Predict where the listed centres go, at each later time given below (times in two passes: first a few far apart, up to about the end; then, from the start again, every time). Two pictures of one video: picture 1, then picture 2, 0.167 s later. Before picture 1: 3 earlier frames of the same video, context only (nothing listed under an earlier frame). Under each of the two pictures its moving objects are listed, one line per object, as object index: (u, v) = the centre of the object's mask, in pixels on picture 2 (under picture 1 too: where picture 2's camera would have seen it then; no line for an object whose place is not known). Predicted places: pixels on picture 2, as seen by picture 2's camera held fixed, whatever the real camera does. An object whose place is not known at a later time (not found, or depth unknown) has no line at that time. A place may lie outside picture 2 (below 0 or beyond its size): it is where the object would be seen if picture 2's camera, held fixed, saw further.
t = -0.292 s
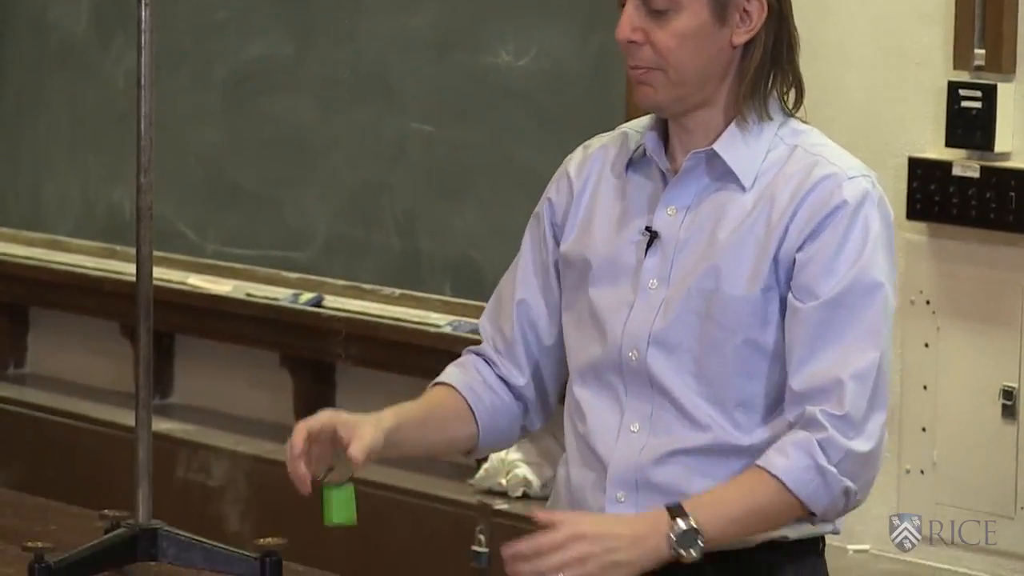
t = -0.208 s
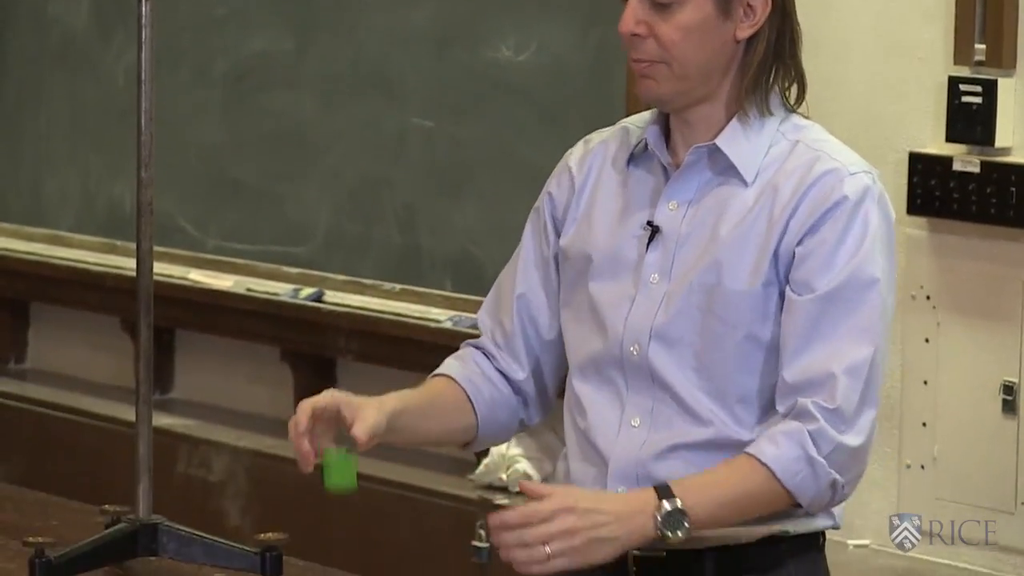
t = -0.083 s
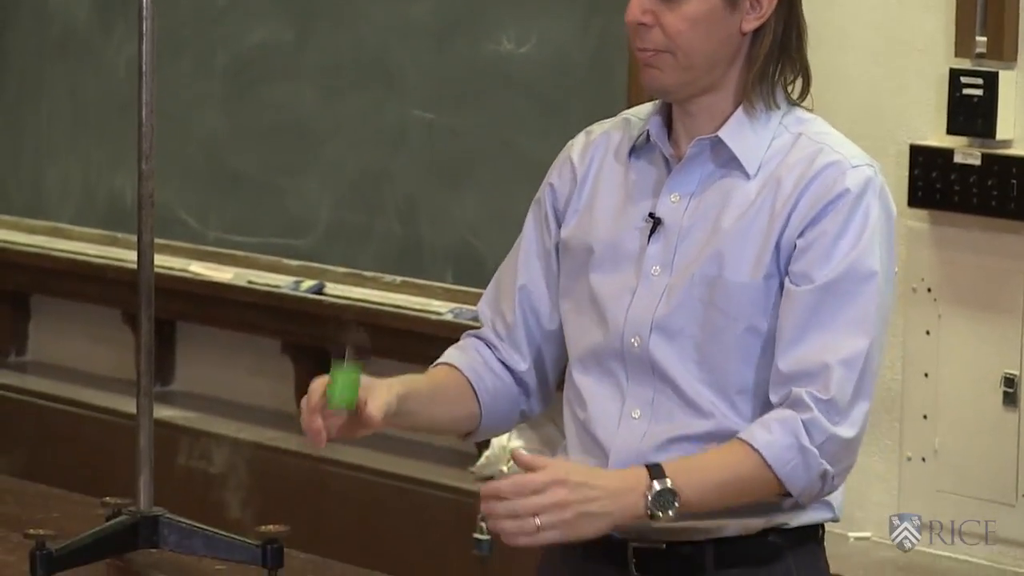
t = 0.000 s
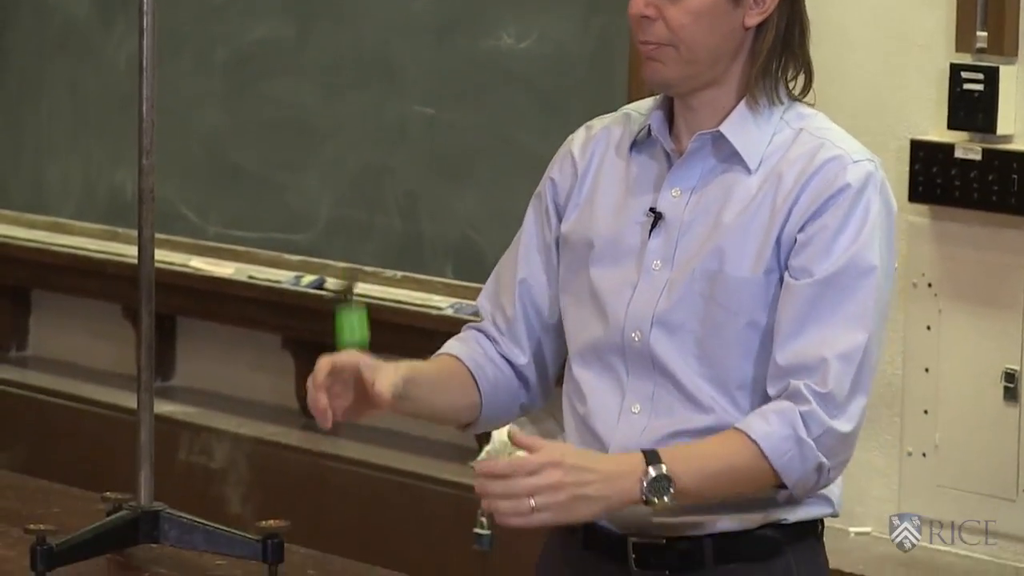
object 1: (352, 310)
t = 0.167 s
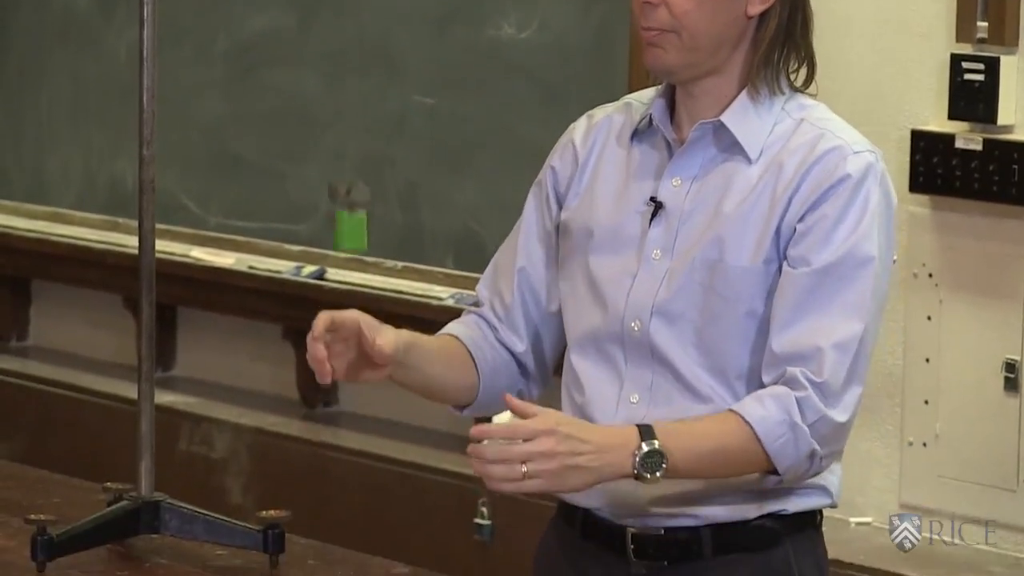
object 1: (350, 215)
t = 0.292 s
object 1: (348, 194)
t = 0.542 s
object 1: (338, 271)
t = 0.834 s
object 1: (327, 444)
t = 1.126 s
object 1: (329, 427)
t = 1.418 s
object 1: (343, 264)
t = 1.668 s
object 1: (351, 188)
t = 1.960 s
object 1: (345, 317)
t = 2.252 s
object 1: (336, 450)
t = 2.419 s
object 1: (331, 435)
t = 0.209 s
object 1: (350, 203)
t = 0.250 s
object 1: (349, 198)
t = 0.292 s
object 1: (348, 194)
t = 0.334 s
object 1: (347, 196)
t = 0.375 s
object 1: (346, 204)
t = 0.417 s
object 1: (343, 216)
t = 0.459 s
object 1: (342, 229)
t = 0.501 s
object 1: (340, 248)
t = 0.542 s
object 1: (338, 271)
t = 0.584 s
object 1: (337, 295)
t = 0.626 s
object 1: (334, 322)
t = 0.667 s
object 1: (332, 348)
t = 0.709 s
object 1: (331, 377)
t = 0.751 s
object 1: (329, 404)
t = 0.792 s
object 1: (329, 429)
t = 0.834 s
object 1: (327, 444)
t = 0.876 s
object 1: (328, 457)
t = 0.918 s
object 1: (327, 464)
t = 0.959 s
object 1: (326, 468)
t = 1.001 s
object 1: (326, 470)
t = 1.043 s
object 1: (326, 460)
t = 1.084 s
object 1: (327, 445)
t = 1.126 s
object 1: (329, 427)
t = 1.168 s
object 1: (329, 403)
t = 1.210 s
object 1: (332, 379)
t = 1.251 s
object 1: (333, 353)
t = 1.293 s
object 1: (336, 330)
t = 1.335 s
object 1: (339, 305)
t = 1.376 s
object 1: (340, 284)
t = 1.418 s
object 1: (343, 264)
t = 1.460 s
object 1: (345, 236)
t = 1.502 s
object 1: (346, 217)
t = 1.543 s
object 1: (348, 202)
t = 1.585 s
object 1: (349, 192)
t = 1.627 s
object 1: (350, 187)
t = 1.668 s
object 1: (351, 188)
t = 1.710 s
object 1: (351, 194)
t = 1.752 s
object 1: (351, 205)
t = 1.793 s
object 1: (350, 221)
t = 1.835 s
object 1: (349, 240)
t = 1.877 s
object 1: (348, 266)
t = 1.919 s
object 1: (348, 293)
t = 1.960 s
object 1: (345, 317)
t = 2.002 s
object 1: (344, 343)
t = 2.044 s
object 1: (342, 363)
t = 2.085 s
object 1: (342, 380)
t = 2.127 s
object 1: (339, 414)
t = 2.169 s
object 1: (337, 430)
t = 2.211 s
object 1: (336, 441)
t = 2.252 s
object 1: (336, 450)
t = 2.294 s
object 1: (335, 453)
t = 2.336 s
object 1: (333, 452)
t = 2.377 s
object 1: (331, 448)
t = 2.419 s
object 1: (331, 435)
